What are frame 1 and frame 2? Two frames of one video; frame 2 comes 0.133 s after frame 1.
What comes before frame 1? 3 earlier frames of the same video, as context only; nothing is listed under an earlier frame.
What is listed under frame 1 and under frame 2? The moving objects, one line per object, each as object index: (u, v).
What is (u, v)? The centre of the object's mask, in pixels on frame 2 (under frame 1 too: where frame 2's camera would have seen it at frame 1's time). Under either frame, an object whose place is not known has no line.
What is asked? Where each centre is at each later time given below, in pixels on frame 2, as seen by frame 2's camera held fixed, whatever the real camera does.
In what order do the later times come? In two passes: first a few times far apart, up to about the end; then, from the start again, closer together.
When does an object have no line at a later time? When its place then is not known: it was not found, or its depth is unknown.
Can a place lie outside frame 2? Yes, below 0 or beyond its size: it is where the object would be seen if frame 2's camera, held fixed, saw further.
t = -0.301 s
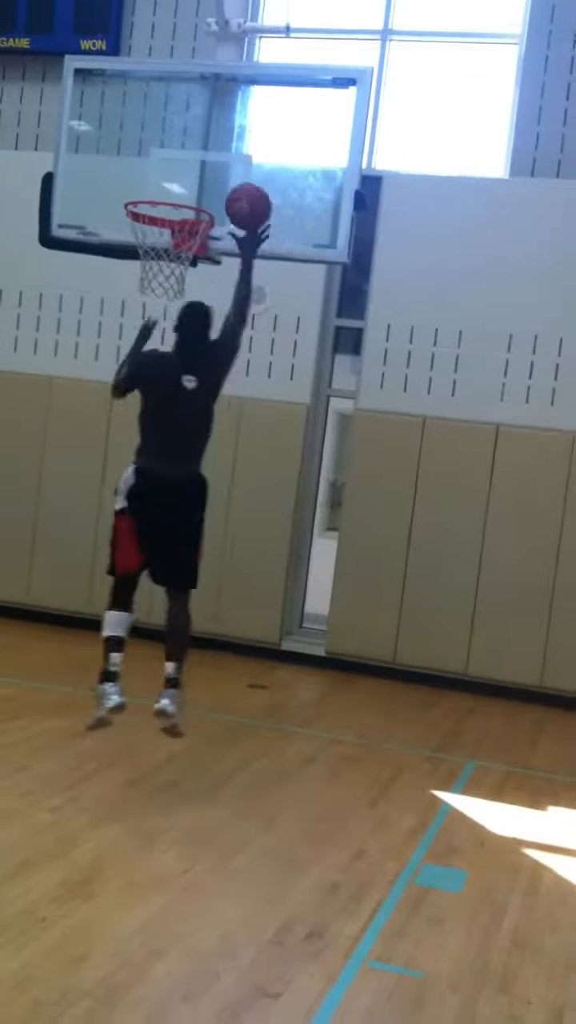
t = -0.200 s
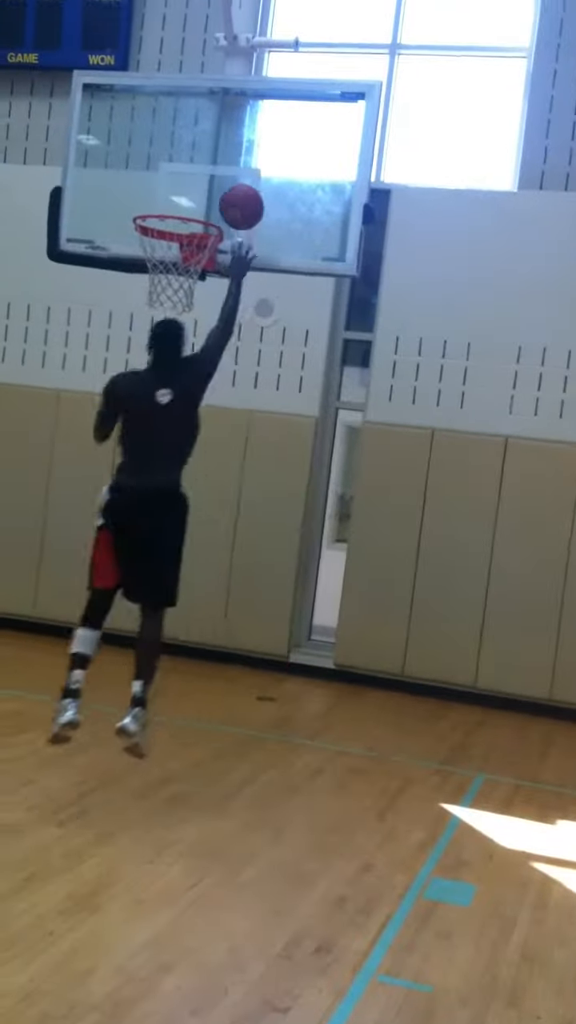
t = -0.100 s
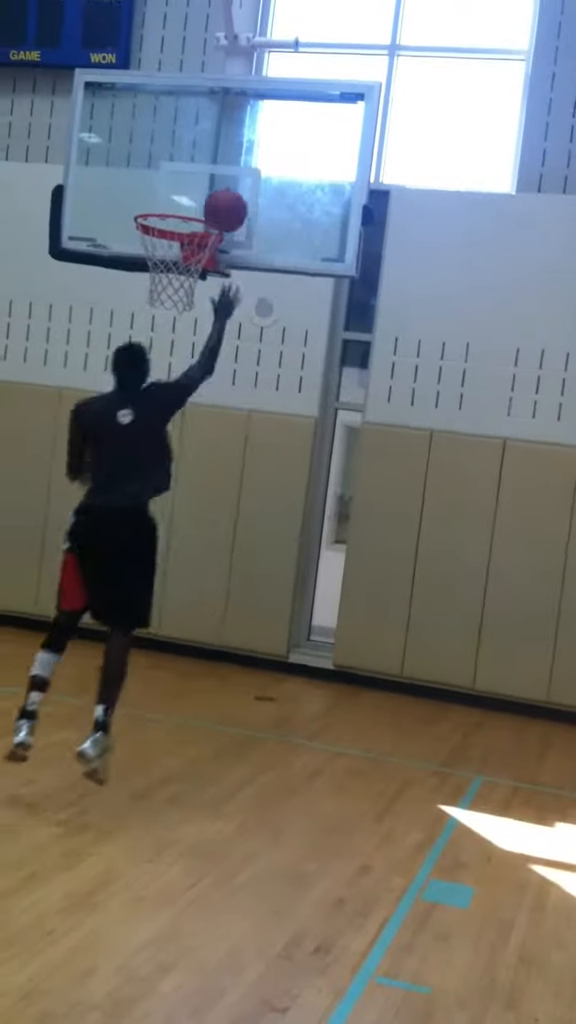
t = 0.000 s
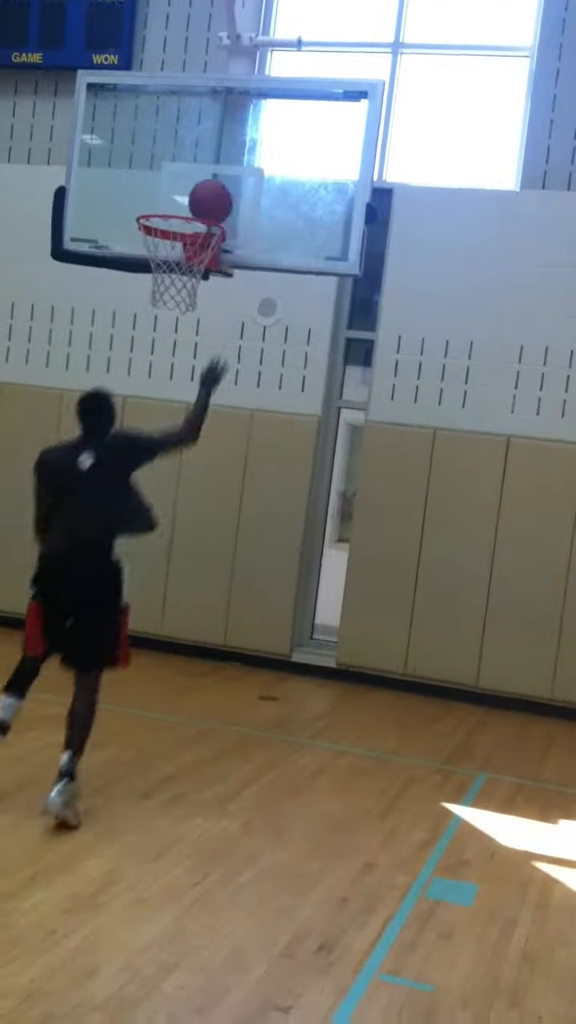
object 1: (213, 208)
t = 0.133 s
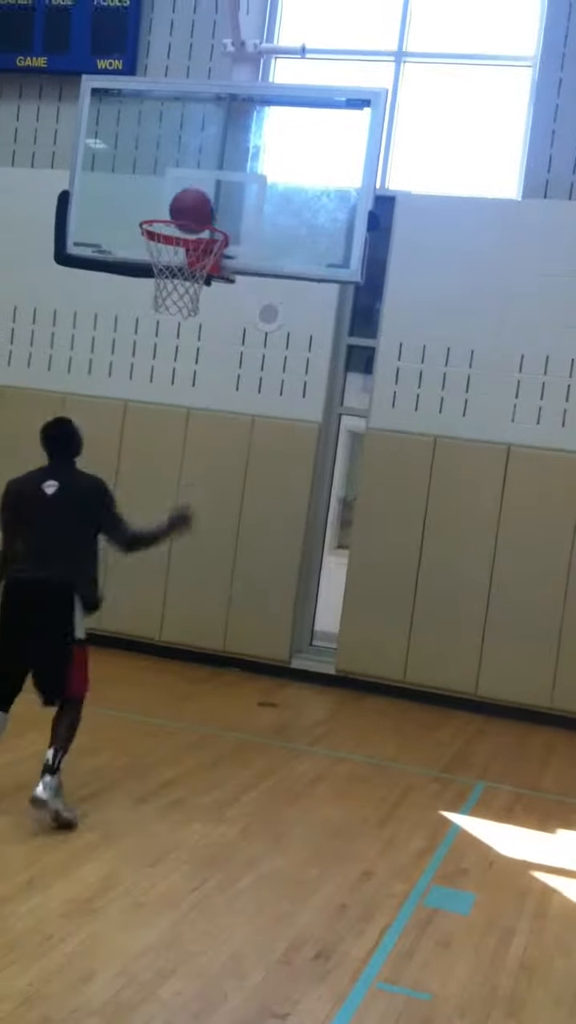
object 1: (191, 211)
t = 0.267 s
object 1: (183, 235)
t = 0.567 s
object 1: (186, 327)
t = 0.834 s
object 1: (171, 491)
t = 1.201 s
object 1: (150, 663)
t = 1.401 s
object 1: (162, 530)
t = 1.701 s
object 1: (158, 463)
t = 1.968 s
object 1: (138, 529)
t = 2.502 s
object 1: (112, 615)
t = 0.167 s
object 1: (185, 218)
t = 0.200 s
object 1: (179, 224)
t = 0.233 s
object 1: (180, 228)
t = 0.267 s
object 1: (183, 235)
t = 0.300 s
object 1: (182, 243)
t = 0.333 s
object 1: (182, 248)
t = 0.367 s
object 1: (186, 264)
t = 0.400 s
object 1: (188, 278)
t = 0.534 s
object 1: (187, 317)
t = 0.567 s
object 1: (186, 327)
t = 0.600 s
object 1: (185, 341)
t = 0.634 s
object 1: (182, 357)
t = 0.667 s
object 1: (181, 376)
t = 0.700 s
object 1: (180, 395)
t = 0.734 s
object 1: (177, 416)
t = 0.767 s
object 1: (175, 440)
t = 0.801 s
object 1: (172, 464)
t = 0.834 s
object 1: (171, 491)
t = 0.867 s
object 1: (168, 519)
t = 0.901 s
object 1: (163, 549)
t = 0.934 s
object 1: (160, 579)
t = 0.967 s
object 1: (157, 614)
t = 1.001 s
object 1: (155, 646)
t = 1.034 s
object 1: (150, 687)
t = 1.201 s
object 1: (150, 663)
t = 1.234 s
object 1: (154, 636)
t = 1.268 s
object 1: (155, 610)
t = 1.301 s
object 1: (156, 586)
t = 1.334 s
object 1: (157, 564)
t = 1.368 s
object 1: (159, 548)
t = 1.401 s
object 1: (162, 530)
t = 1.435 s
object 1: (162, 516)
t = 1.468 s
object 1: (161, 501)
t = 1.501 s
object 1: (161, 490)
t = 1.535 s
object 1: (161, 481)
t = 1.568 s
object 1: (162, 475)
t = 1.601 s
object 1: (160, 468)
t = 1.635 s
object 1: (158, 464)
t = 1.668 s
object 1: (158, 463)
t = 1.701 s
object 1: (158, 463)
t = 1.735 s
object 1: (155, 464)
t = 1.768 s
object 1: (153, 468)
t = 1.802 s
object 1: (152, 473)
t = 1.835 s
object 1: (150, 480)
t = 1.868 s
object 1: (146, 490)
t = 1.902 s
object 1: (145, 501)
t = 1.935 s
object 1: (142, 514)
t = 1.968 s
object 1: (138, 529)
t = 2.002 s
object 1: (136, 546)
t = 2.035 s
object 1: (135, 566)
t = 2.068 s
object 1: (132, 587)
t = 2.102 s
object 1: (127, 608)
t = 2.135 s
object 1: (122, 631)
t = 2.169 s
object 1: (117, 658)
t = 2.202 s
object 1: (112, 688)
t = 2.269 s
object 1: (102, 750)
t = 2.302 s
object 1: (101, 737)
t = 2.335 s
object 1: (105, 713)
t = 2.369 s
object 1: (108, 690)
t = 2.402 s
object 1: (109, 670)
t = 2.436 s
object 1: (110, 650)
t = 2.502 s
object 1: (112, 615)
